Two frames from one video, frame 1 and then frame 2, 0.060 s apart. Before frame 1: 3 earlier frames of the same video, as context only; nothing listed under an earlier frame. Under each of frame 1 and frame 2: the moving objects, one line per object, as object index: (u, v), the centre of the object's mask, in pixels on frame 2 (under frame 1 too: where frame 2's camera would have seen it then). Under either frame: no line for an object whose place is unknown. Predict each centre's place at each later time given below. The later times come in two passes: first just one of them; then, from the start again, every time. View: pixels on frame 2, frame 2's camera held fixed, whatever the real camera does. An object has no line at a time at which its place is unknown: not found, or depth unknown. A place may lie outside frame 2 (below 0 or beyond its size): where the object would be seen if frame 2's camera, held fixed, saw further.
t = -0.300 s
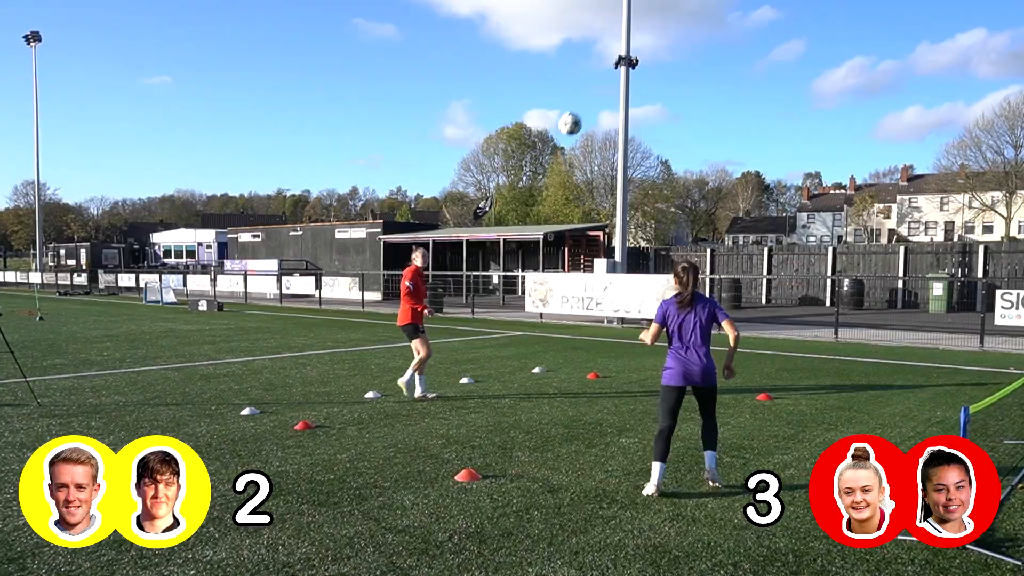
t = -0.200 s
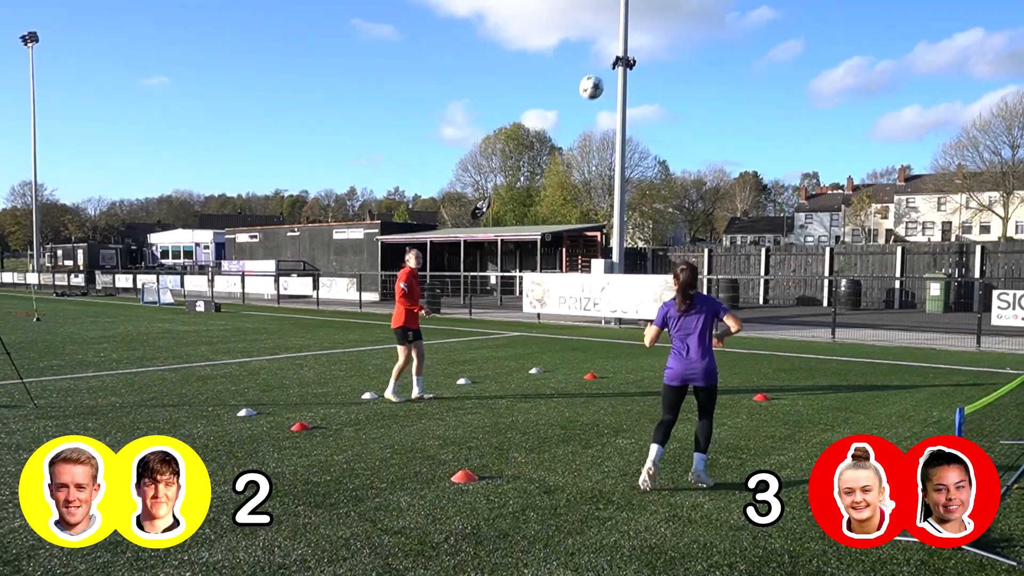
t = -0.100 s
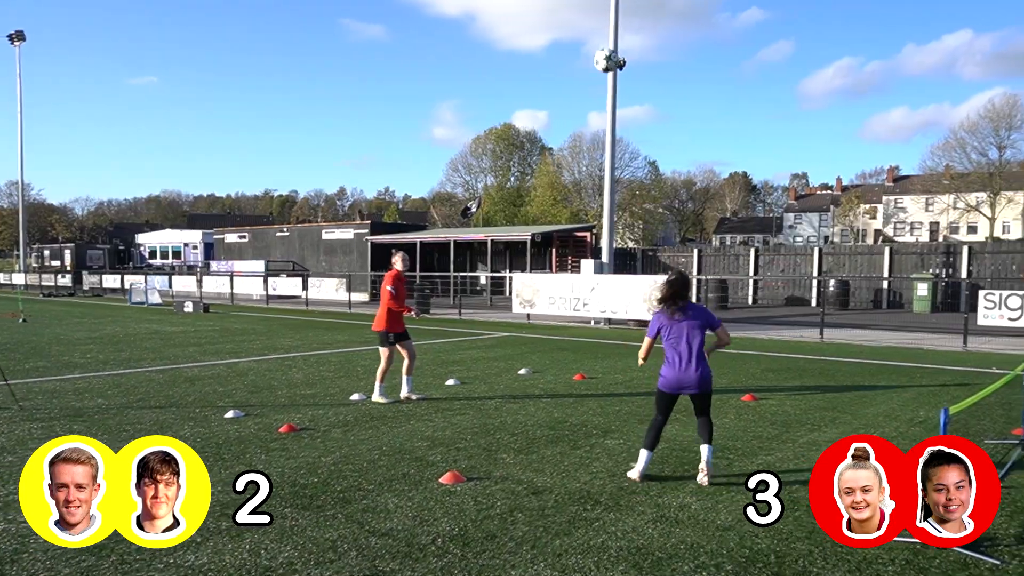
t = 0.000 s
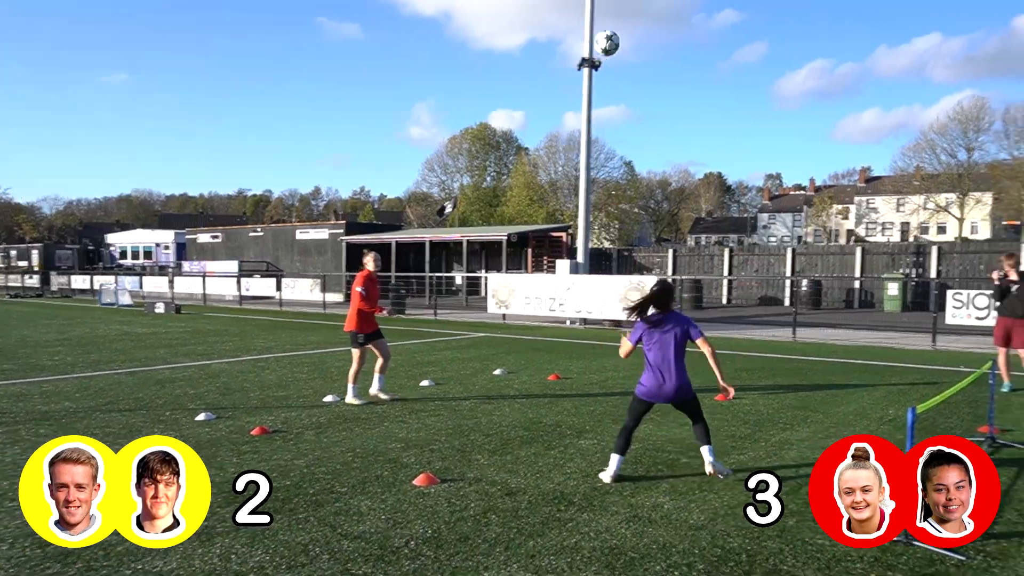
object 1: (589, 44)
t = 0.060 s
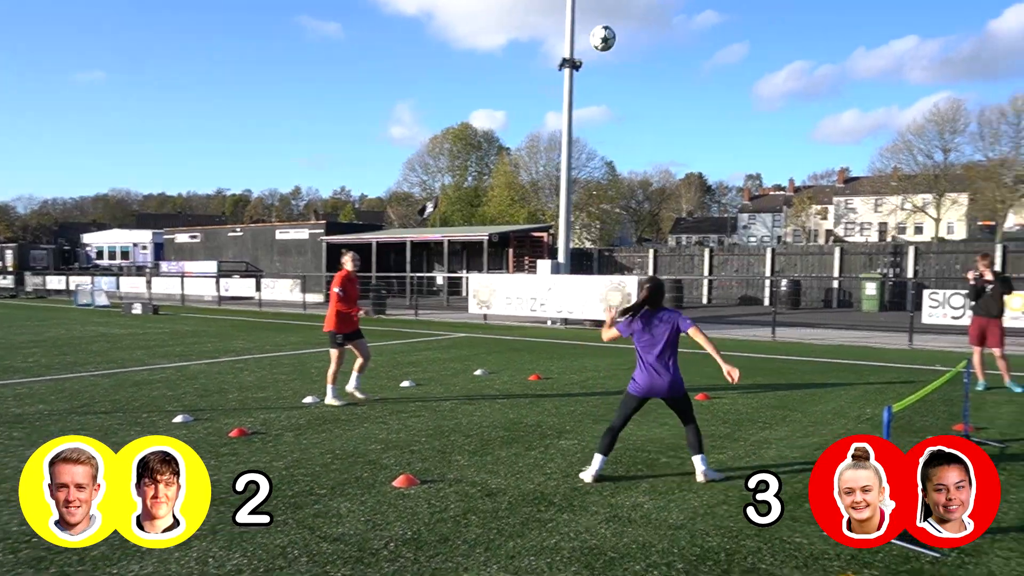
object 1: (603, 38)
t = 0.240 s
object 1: (644, 46)
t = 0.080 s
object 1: (607, 37)
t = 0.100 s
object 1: (612, 36)
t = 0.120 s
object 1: (617, 36)
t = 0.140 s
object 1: (621, 37)
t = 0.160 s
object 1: (626, 37)
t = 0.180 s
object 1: (630, 39)
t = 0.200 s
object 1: (635, 41)
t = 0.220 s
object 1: (640, 43)
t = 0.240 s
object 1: (644, 46)
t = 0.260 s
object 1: (649, 49)
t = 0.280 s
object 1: (654, 53)
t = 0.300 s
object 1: (658, 57)
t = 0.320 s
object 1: (663, 62)
